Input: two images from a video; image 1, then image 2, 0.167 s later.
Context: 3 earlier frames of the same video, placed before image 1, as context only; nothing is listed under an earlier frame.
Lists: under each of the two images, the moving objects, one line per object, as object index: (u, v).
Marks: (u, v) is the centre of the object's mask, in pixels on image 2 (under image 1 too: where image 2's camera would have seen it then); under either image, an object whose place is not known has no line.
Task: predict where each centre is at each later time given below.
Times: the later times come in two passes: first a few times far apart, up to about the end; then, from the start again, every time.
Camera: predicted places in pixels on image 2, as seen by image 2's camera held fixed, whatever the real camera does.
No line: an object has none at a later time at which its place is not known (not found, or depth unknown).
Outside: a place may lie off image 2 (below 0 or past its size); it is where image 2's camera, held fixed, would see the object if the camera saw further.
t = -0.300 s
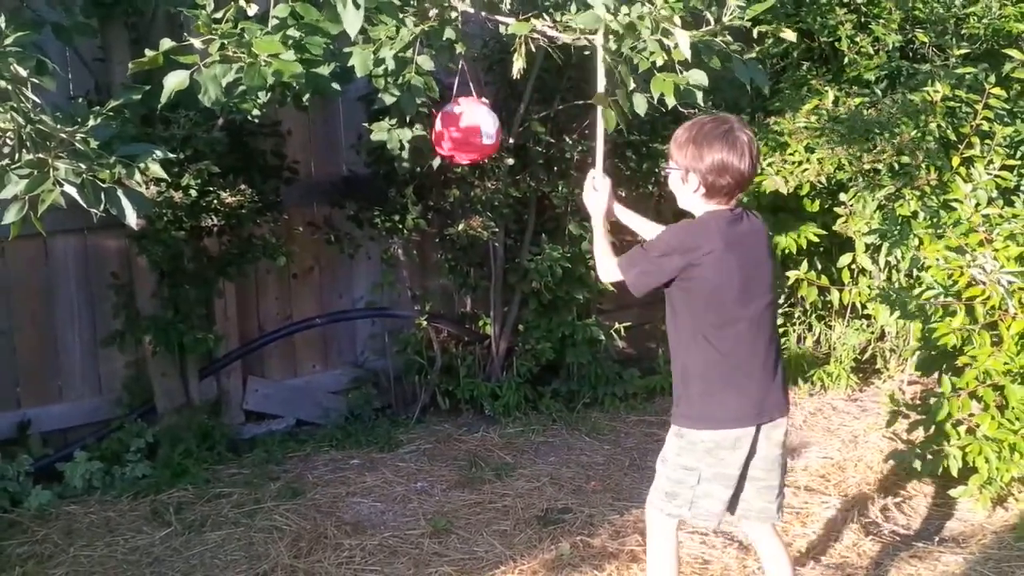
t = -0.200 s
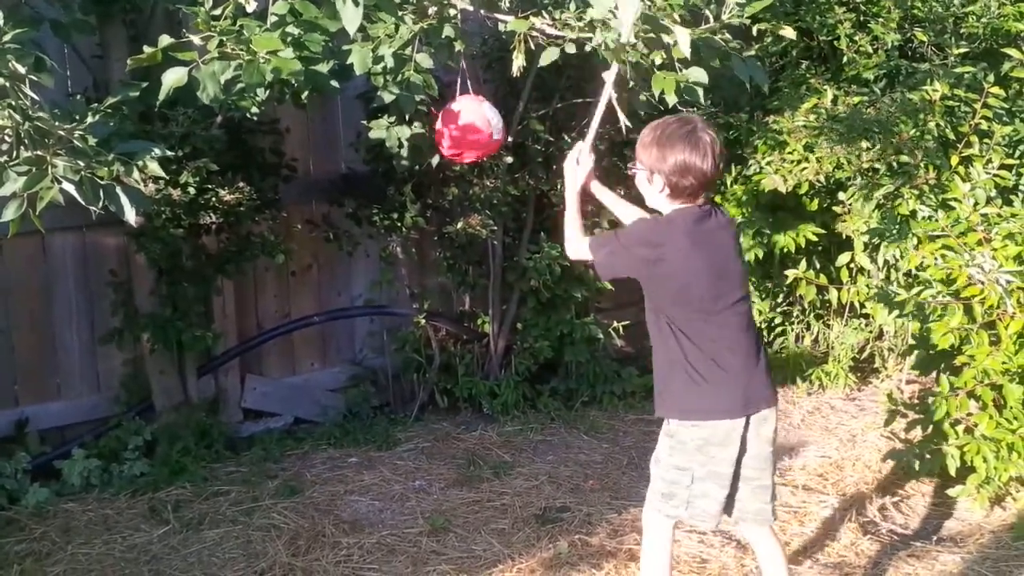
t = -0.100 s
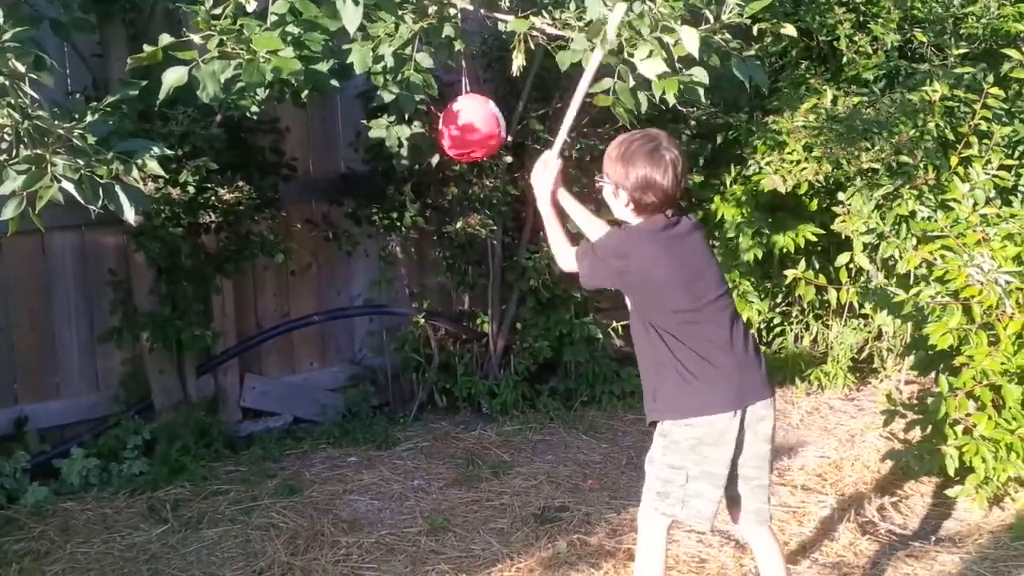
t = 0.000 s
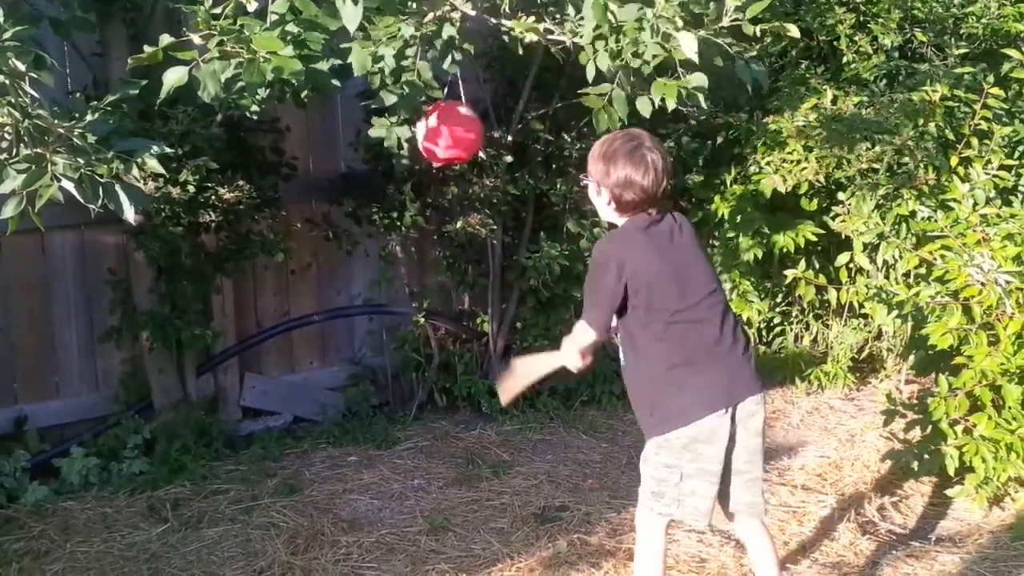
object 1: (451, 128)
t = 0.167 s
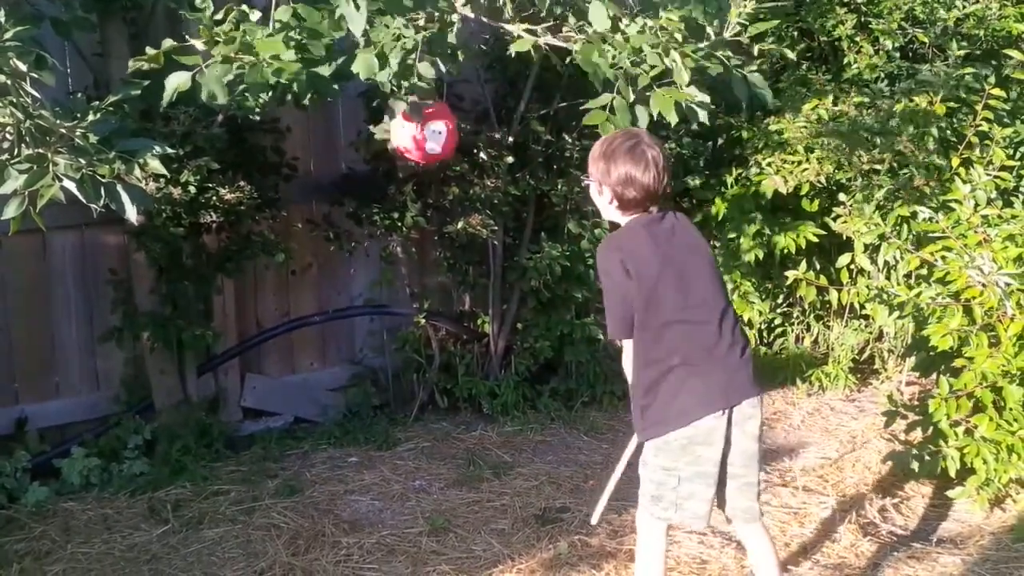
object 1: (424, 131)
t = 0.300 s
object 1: (423, 122)
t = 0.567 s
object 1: (447, 124)
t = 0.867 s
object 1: (508, 110)
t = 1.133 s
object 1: (492, 119)
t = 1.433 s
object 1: (439, 128)
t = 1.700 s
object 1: (438, 124)
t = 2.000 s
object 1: (480, 118)
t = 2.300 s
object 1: (496, 117)
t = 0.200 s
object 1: (422, 129)
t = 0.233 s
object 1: (423, 129)
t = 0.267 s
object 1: (423, 126)
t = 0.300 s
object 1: (423, 122)
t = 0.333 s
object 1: (425, 125)
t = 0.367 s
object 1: (426, 124)
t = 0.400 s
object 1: (428, 123)
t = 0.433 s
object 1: (432, 124)
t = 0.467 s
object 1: (436, 123)
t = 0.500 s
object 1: (438, 122)
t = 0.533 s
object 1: (441, 123)
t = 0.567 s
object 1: (447, 124)
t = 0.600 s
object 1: (453, 122)
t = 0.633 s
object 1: (461, 122)
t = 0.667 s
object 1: (468, 121)
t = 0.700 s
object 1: (477, 117)
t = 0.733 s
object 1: (483, 118)
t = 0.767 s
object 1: (490, 117)
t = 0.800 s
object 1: (497, 114)
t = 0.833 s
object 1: (503, 112)
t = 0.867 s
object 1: (508, 110)
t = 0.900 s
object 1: (511, 110)
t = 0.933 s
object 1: (512, 108)
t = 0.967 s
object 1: (513, 108)
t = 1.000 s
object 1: (512, 109)
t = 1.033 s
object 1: (509, 114)
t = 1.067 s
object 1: (505, 113)
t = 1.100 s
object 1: (500, 111)
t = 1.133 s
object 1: (492, 119)
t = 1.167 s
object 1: (483, 126)
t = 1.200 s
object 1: (477, 123)
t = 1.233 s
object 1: (469, 126)
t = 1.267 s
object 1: (462, 128)
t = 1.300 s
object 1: (454, 127)
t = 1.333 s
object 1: (449, 129)
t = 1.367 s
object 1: (444, 132)
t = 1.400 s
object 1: (442, 130)
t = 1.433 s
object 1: (439, 128)
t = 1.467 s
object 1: (438, 127)
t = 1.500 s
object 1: (436, 129)
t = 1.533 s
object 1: (436, 124)
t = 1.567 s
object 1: (434, 123)
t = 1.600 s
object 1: (435, 122)
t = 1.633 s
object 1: (435, 122)
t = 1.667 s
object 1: (437, 125)
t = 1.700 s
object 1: (438, 124)
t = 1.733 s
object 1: (440, 125)
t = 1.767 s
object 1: (441, 125)
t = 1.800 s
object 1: (443, 125)
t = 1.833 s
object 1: (447, 125)
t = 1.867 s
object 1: (453, 124)
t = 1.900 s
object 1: (459, 123)
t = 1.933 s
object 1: (465, 117)
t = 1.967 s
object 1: (473, 119)
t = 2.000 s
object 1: (480, 118)
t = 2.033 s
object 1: (486, 120)
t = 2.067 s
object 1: (491, 116)
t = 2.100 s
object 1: (497, 114)
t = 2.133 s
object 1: (501, 113)
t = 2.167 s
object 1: (502, 108)
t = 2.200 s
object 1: (505, 110)
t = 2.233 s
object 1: (505, 111)
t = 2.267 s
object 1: (501, 116)
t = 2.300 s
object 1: (496, 117)
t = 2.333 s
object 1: (489, 123)
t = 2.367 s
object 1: (484, 125)
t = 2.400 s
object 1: (478, 126)
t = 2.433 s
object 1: (473, 127)
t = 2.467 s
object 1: (469, 126)
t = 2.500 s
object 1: (463, 129)
